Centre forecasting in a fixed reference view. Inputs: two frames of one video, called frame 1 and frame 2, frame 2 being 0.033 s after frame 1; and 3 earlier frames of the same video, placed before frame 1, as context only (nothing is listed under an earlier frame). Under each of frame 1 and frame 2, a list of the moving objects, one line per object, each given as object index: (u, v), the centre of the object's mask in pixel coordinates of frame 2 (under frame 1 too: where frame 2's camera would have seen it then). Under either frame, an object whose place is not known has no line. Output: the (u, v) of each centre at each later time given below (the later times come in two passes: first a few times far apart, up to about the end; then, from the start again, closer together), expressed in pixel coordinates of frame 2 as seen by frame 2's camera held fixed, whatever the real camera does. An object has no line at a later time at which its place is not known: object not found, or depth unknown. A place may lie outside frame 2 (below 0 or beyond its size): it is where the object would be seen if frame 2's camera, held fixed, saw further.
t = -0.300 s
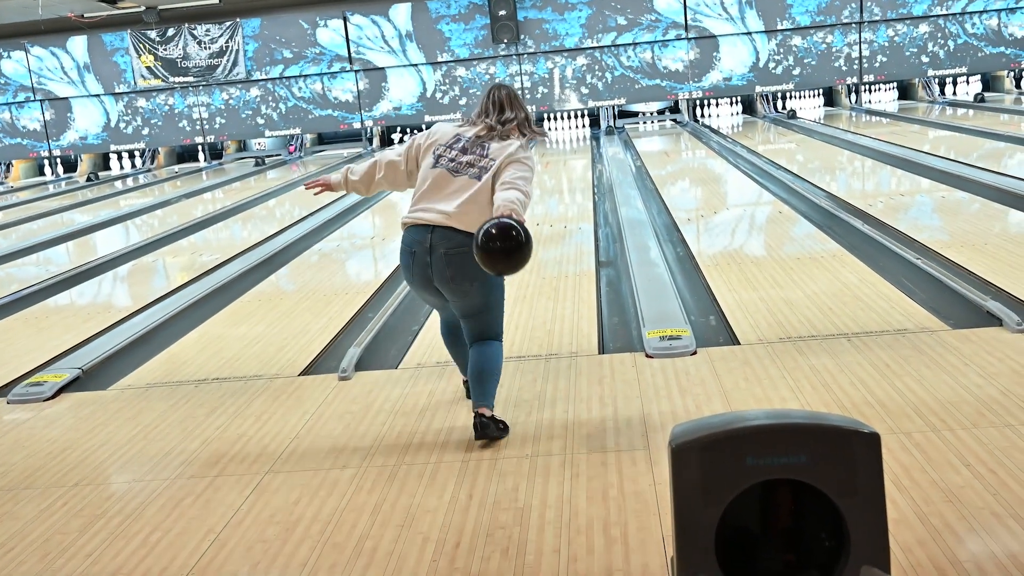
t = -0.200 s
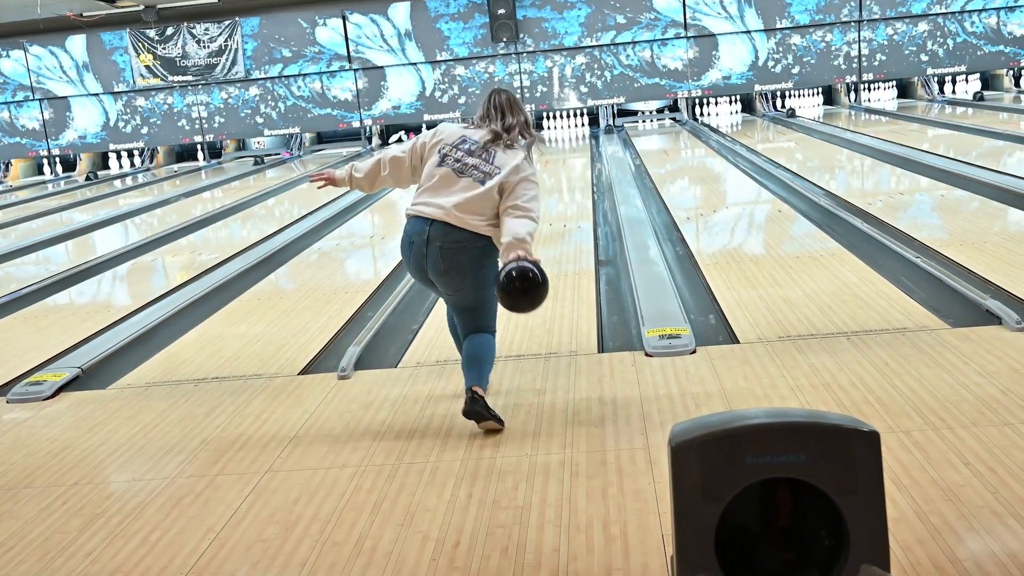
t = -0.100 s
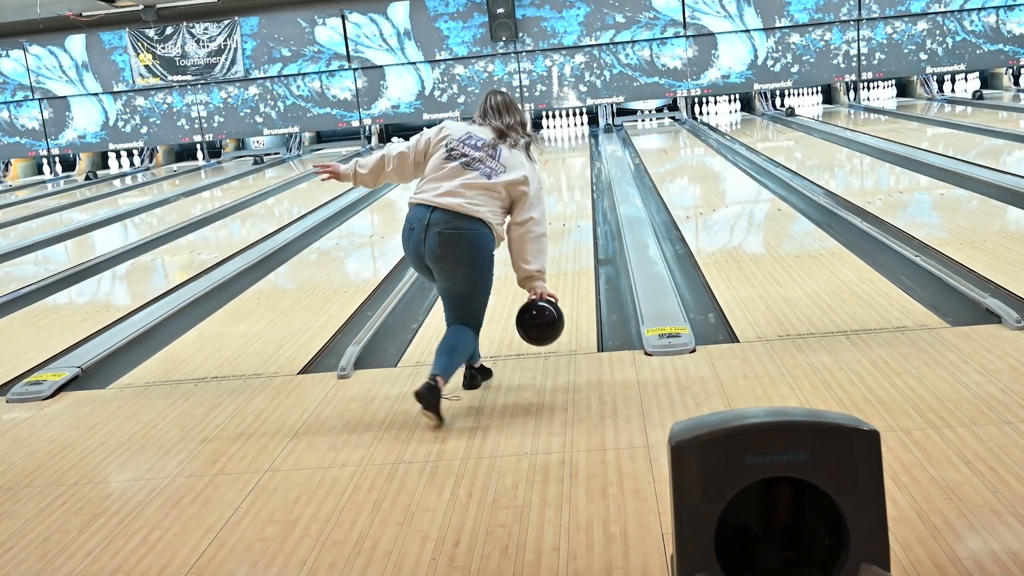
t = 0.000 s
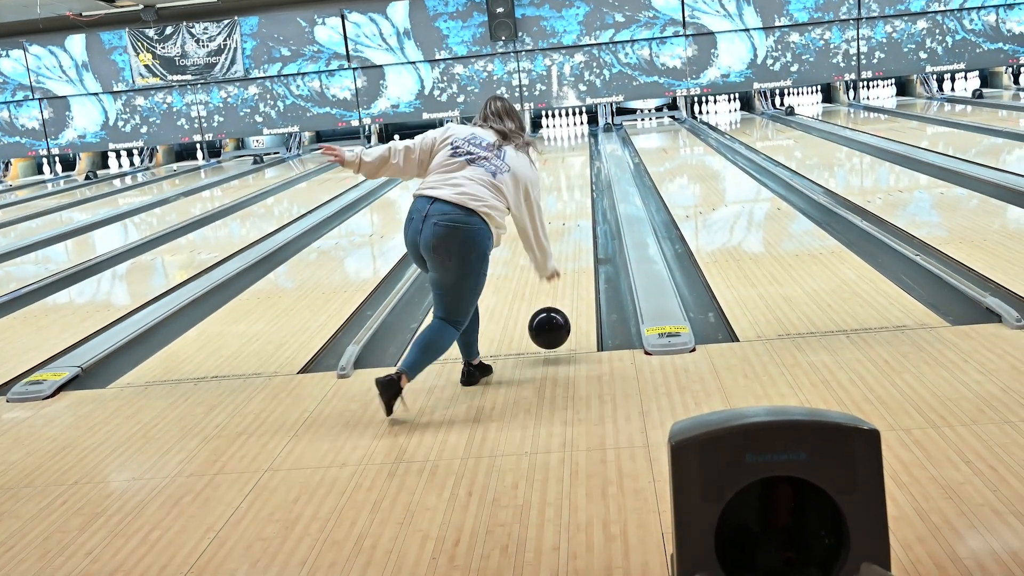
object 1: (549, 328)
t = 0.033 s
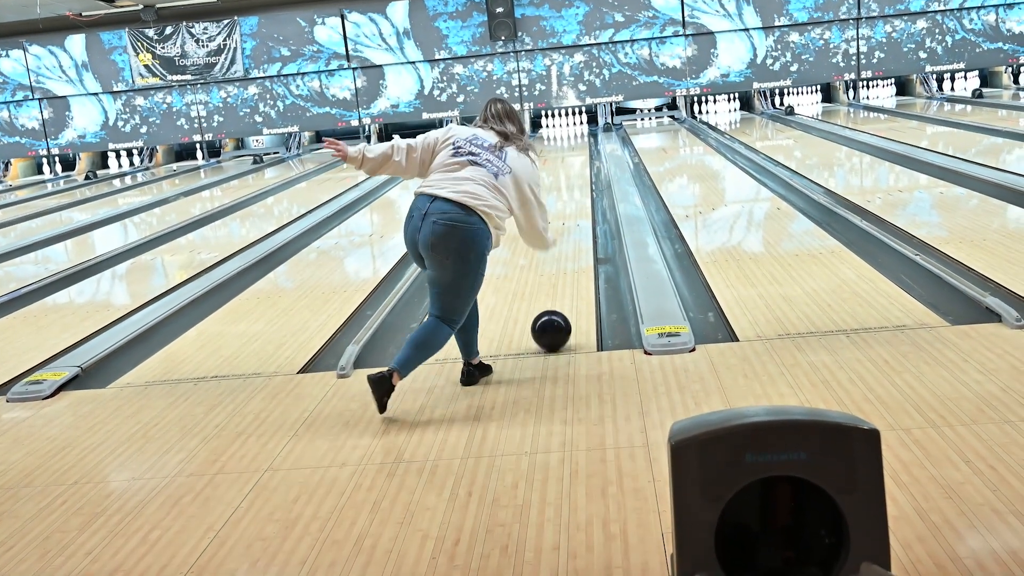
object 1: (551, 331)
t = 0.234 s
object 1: (554, 278)
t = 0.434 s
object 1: (556, 242)
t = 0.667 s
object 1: (564, 211)
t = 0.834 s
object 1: (567, 197)
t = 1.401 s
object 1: (559, 165)
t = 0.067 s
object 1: (551, 317)
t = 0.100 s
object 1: (552, 308)
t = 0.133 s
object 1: (553, 300)
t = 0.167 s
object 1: (553, 293)
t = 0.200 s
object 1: (554, 286)
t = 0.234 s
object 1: (554, 278)
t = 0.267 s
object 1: (555, 271)
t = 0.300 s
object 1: (555, 265)
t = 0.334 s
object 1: (556, 259)
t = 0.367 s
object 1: (556, 253)
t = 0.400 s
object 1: (556, 247)
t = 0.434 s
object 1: (556, 242)
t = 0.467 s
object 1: (557, 237)
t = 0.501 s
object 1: (557, 233)
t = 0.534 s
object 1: (556, 232)
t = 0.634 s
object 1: (565, 212)
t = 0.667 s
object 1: (564, 211)
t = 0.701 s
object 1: (563, 209)
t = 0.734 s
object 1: (563, 207)
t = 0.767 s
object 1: (564, 203)
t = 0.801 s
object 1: (565, 200)
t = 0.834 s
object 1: (567, 197)
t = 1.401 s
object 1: (559, 165)
